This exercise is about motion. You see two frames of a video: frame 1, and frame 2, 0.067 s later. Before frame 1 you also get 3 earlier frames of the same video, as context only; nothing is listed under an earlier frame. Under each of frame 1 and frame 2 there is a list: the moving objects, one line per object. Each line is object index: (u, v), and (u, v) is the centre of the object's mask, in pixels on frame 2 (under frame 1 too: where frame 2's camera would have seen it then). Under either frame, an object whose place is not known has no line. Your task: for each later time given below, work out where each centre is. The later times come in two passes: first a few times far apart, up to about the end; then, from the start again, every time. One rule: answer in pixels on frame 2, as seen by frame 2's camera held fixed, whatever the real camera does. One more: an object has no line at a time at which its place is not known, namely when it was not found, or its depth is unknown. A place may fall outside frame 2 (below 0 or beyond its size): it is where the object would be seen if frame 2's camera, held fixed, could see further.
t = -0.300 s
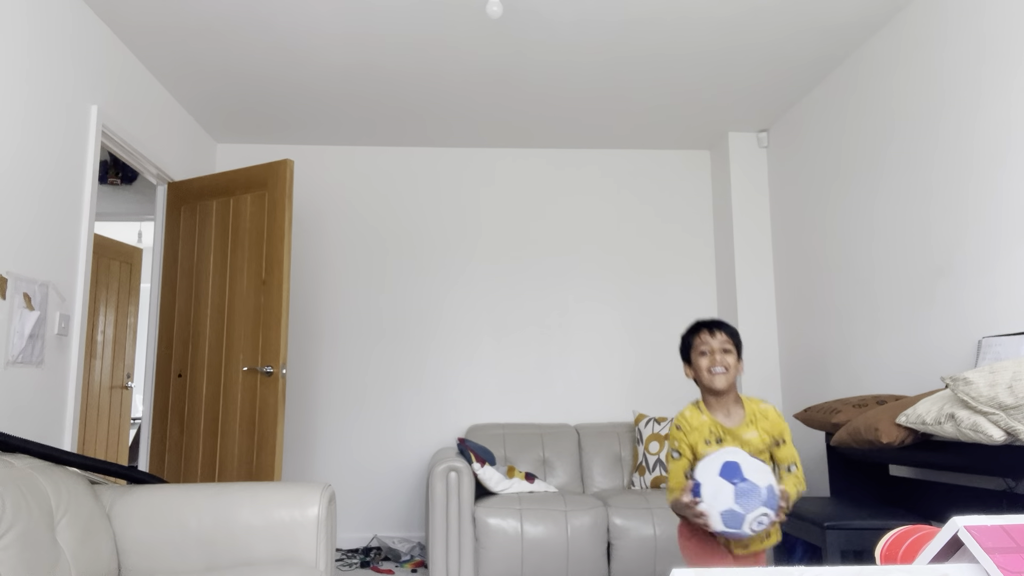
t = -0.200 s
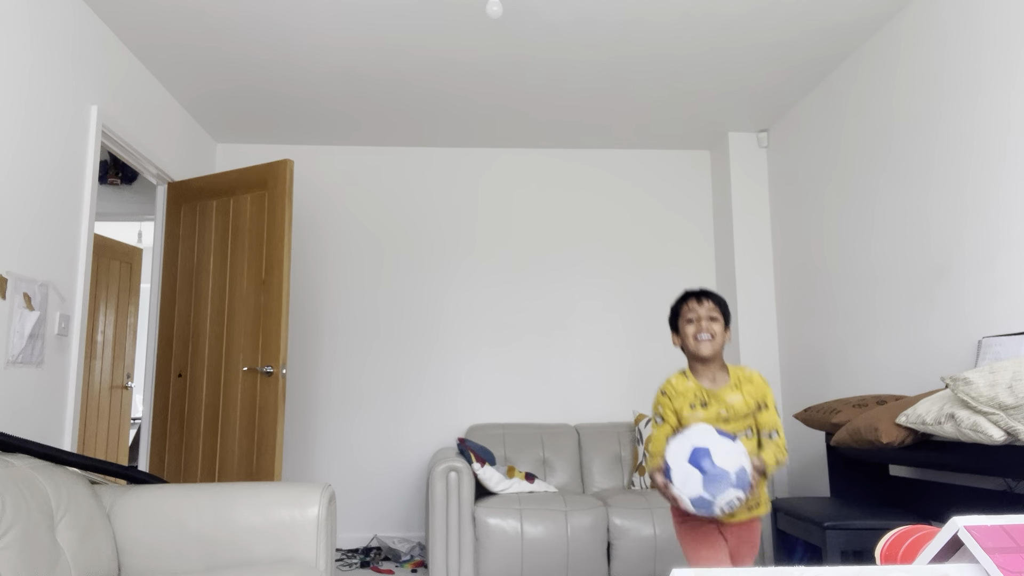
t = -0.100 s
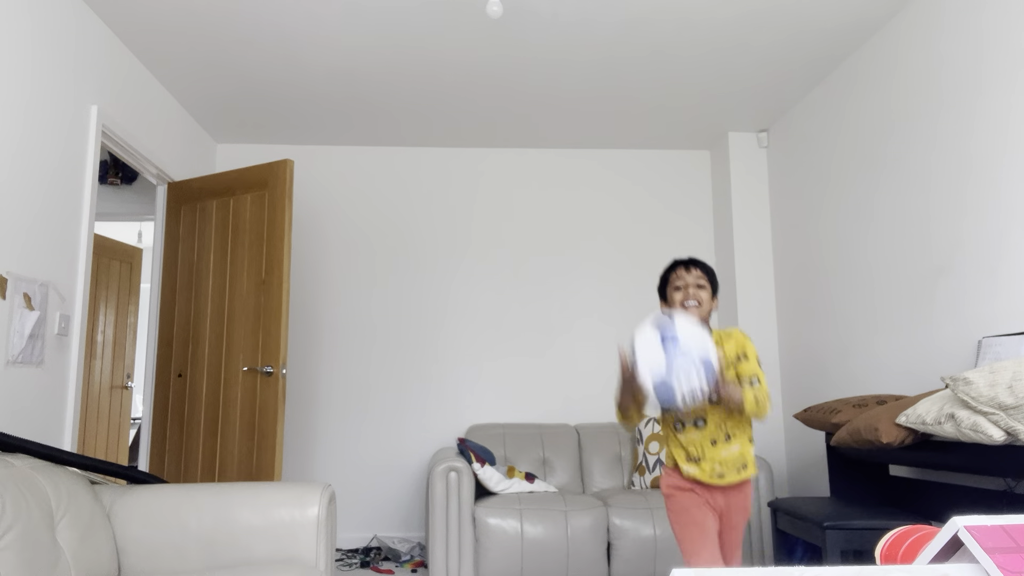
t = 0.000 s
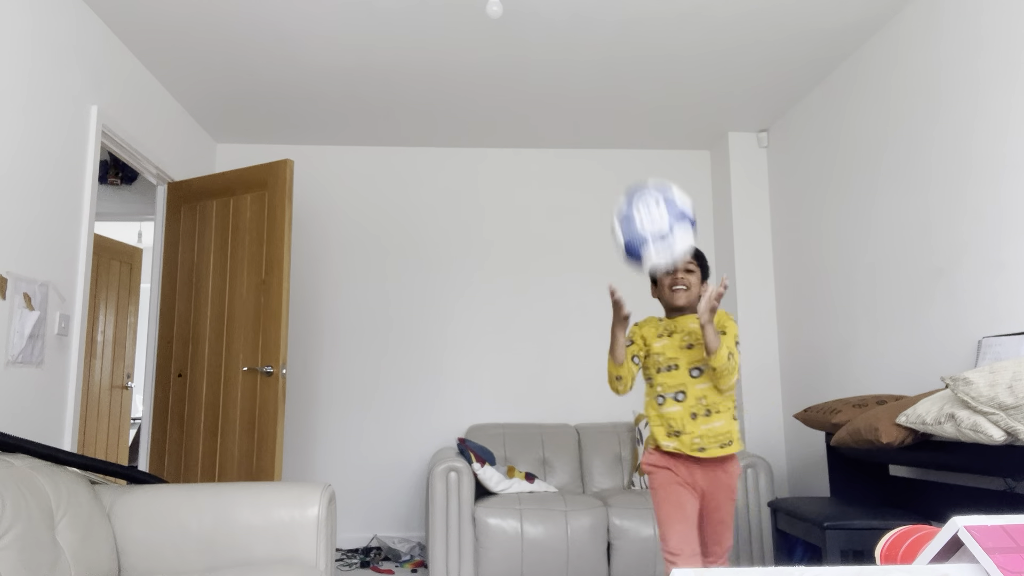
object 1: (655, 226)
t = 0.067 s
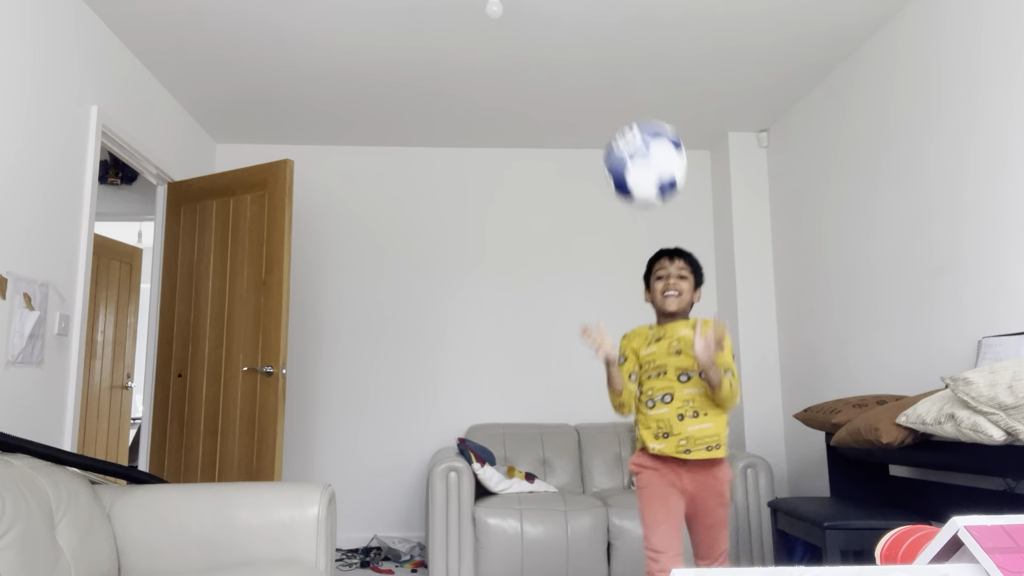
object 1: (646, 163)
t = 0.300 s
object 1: (619, 82)
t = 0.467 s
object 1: (604, 139)
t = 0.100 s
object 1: (642, 138)
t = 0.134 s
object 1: (636, 119)
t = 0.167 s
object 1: (633, 103)
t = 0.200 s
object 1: (629, 93)
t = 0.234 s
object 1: (625, 85)
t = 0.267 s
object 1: (622, 82)
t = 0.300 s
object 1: (619, 82)
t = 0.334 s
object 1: (616, 86)
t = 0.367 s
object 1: (612, 94)
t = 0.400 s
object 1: (610, 107)
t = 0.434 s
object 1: (606, 121)
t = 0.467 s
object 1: (604, 139)
